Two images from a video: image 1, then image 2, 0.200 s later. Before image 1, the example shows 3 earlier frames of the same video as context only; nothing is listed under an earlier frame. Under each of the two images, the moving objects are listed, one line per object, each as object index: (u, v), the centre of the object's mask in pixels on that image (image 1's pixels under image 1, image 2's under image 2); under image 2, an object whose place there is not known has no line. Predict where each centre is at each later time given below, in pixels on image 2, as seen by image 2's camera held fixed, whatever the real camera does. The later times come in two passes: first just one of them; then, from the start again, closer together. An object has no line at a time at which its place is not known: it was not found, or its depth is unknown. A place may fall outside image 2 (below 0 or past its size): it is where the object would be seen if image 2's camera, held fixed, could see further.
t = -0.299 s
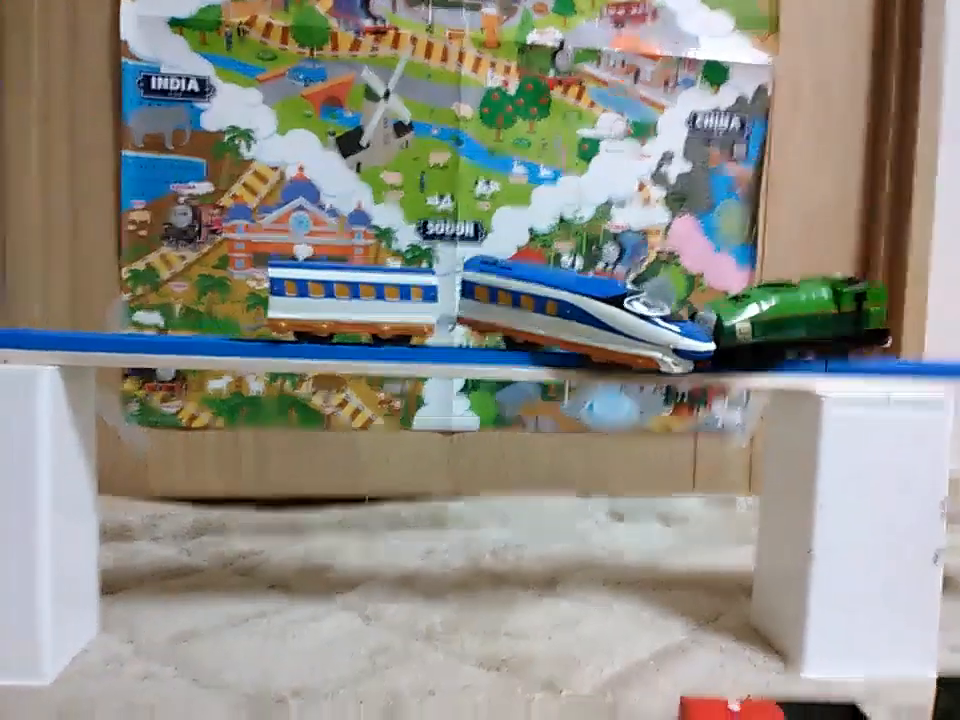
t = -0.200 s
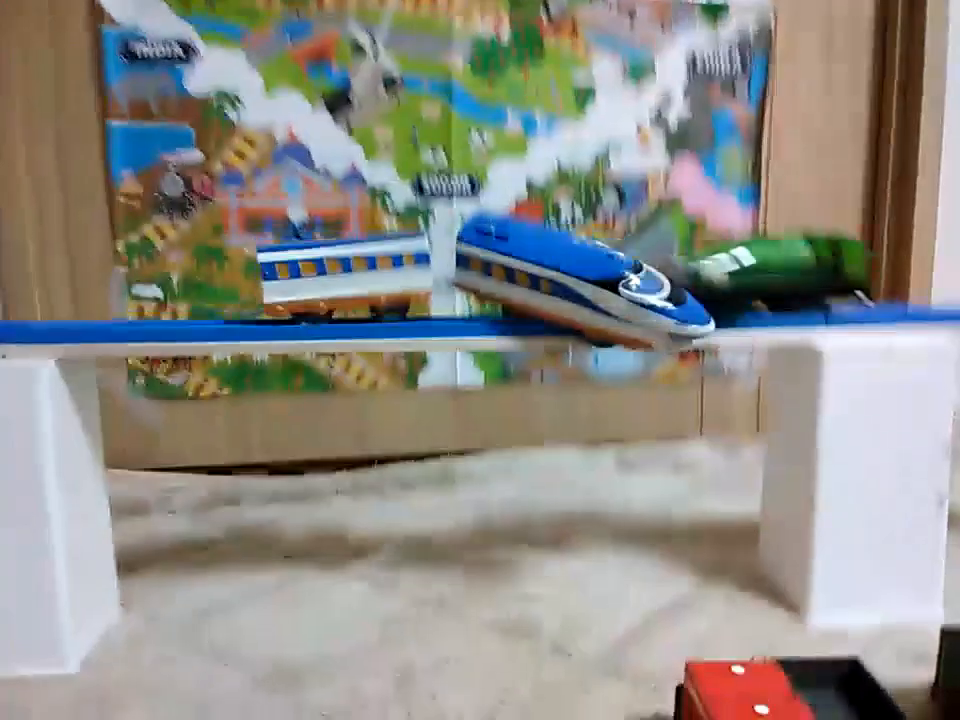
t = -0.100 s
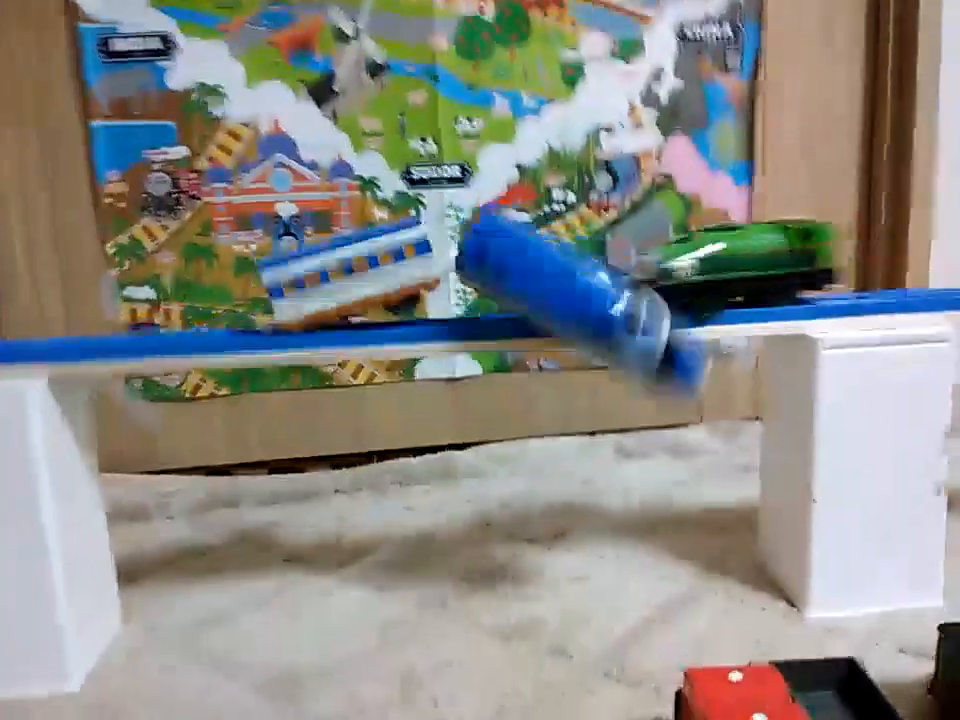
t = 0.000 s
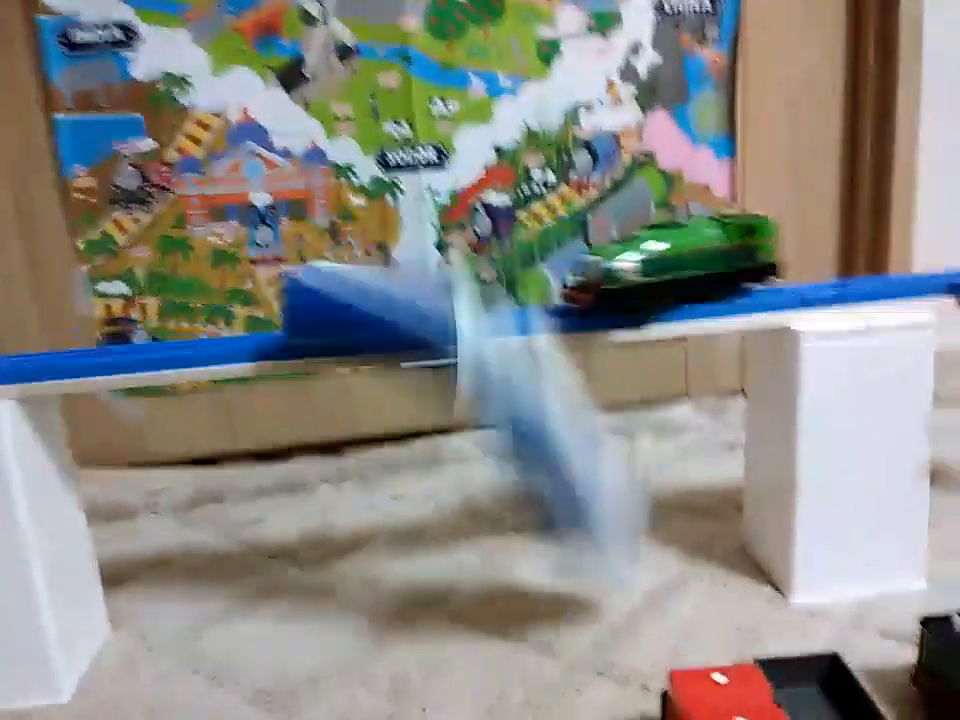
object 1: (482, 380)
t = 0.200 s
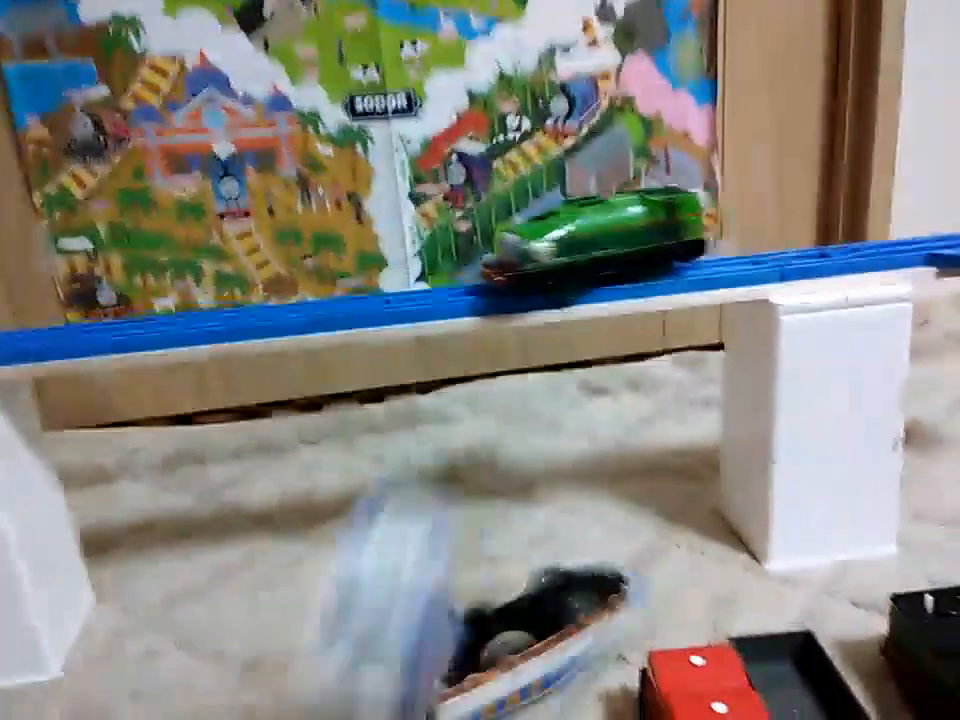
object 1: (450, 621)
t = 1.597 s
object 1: (548, 689)
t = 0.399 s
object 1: (554, 689)
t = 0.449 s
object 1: (544, 689)
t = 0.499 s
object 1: (535, 694)
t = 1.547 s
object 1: (548, 688)
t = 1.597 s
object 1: (548, 689)
